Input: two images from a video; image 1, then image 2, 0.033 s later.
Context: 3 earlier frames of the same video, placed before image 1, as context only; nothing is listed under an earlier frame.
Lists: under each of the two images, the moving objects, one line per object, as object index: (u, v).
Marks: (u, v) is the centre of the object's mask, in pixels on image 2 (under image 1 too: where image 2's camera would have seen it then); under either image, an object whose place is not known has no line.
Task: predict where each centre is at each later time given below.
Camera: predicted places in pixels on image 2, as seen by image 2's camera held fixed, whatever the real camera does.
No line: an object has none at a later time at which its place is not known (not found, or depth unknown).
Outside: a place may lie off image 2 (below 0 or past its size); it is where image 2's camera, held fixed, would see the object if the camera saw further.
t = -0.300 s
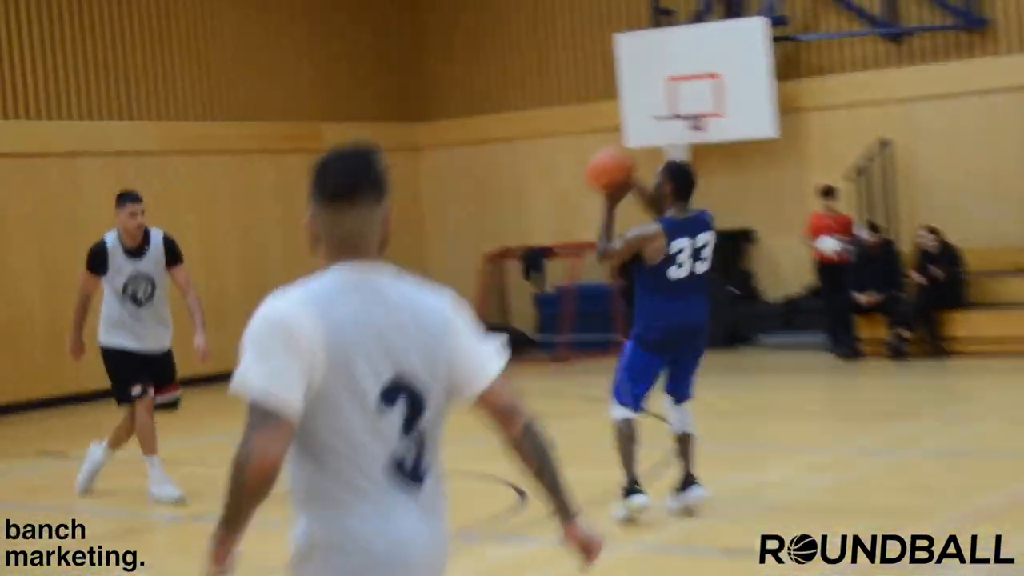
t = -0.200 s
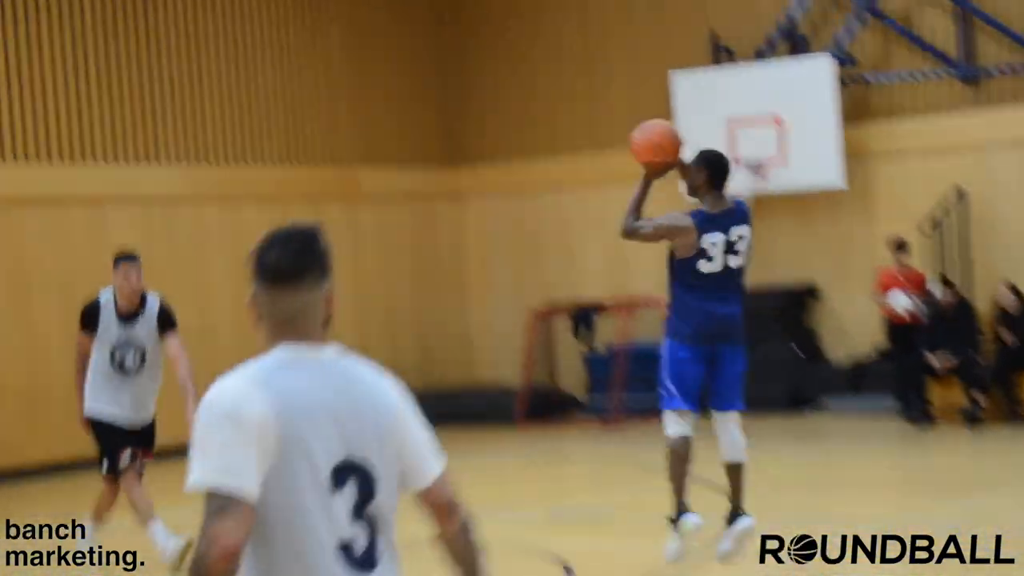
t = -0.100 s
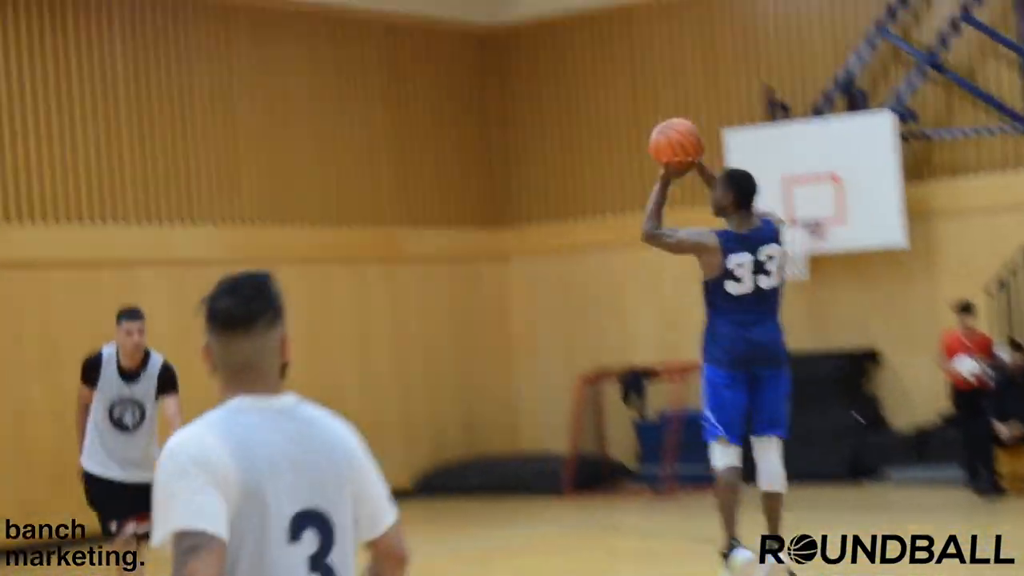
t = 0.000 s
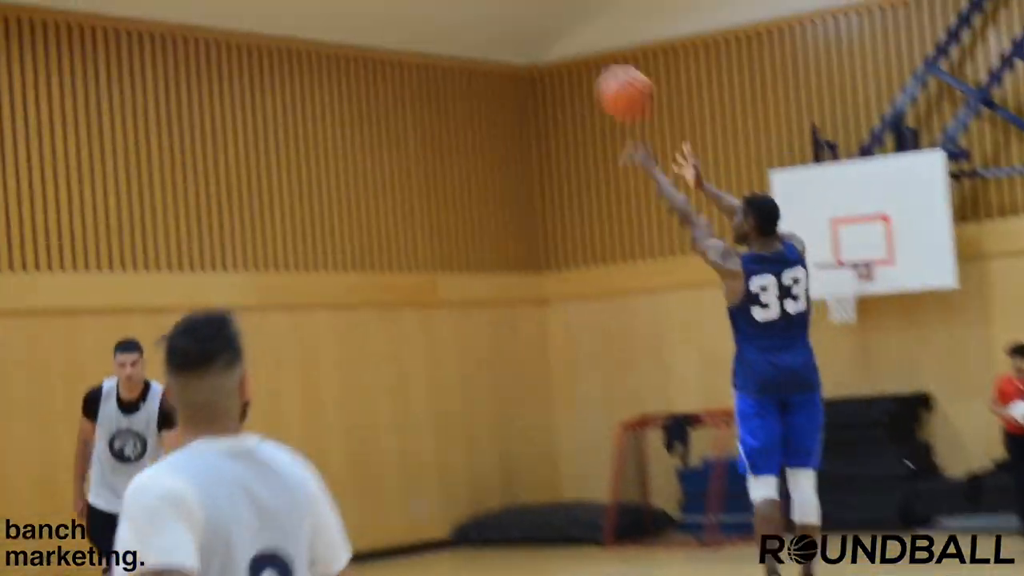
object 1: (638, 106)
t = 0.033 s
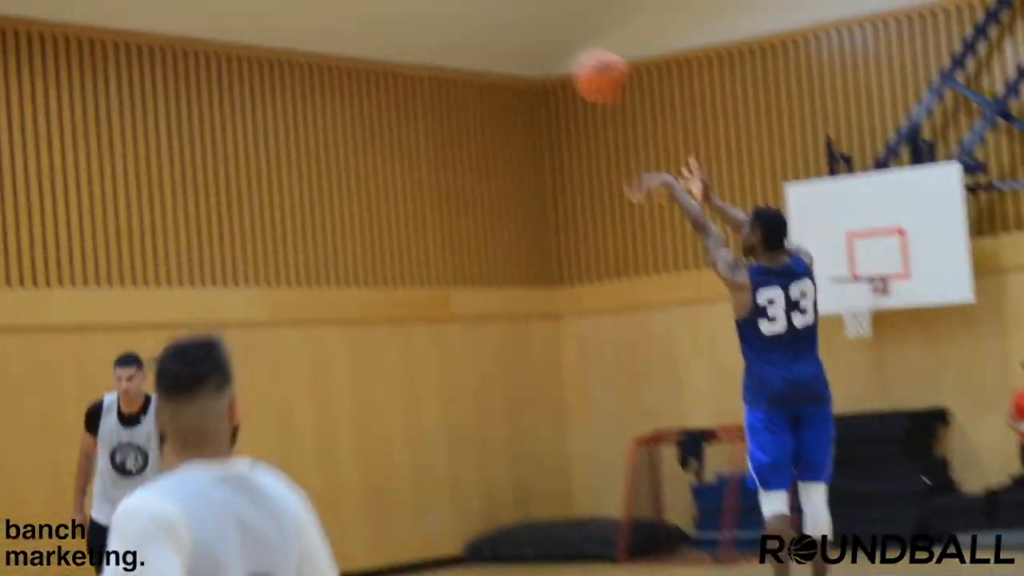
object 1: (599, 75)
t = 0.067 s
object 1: (559, 47)
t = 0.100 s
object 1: (523, 23)
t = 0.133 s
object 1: (487, 0)
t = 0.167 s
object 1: (451, -18)
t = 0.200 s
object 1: (416, -33)
